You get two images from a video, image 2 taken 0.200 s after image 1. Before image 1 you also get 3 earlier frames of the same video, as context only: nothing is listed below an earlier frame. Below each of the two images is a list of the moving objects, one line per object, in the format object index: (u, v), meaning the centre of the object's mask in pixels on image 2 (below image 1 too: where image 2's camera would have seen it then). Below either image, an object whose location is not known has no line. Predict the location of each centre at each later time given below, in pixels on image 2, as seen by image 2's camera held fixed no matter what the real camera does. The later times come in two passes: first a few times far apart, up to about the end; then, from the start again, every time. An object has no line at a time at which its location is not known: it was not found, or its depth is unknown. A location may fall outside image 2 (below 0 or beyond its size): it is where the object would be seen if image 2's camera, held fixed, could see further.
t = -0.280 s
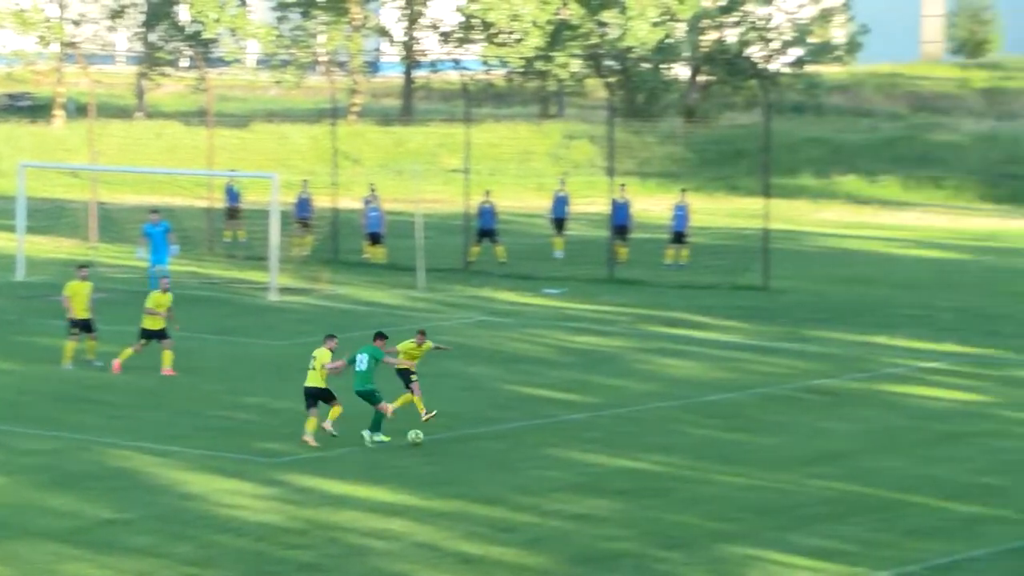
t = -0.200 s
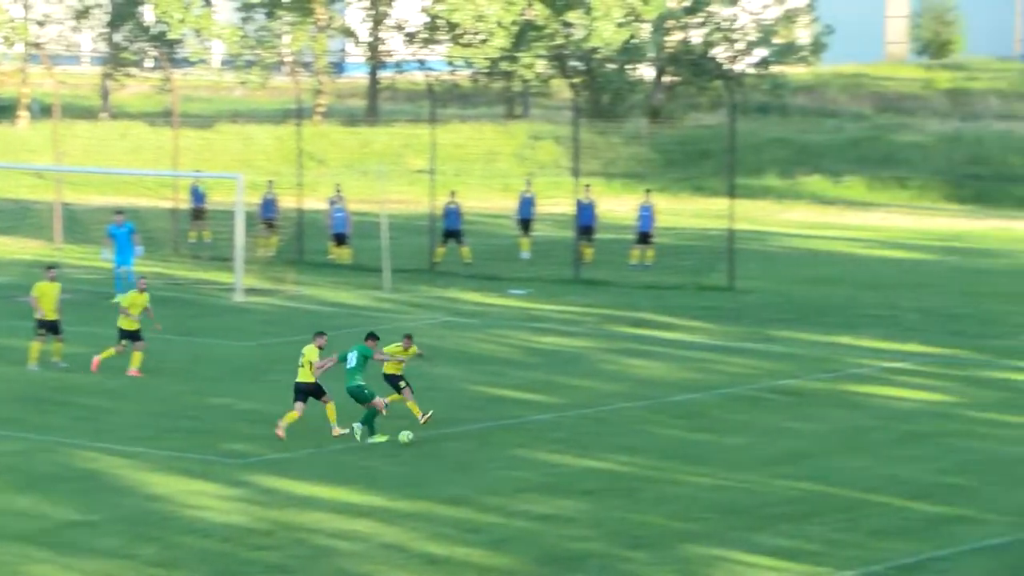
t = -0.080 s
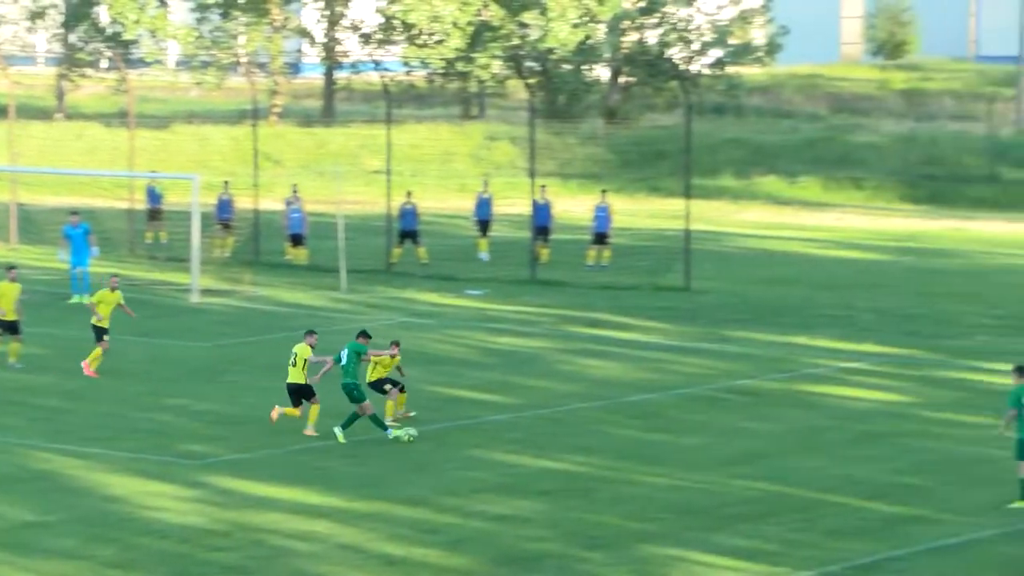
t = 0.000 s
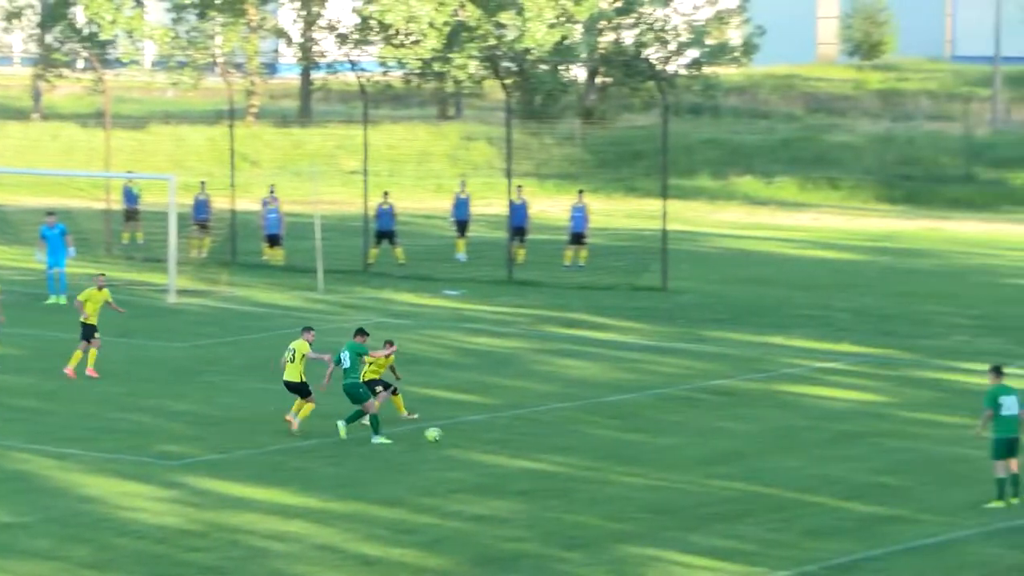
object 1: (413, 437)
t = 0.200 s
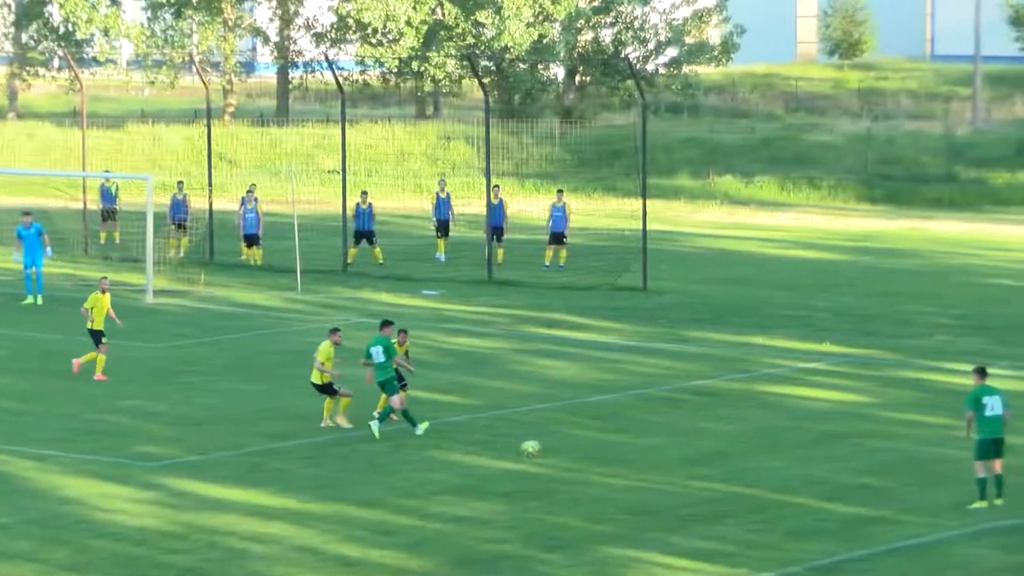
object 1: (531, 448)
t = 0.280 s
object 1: (566, 444)
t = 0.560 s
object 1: (693, 455)
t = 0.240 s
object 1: (548, 445)
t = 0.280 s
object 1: (566, 444)
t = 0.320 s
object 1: (585, 443)
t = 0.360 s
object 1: (603, 444)
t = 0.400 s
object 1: (622, 446)
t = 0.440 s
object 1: (641, 449)
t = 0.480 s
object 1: (658, 454)
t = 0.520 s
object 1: (677, 457)
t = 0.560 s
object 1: (693, 455)
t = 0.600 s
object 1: (710, 454)
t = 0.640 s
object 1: (727, 453)
